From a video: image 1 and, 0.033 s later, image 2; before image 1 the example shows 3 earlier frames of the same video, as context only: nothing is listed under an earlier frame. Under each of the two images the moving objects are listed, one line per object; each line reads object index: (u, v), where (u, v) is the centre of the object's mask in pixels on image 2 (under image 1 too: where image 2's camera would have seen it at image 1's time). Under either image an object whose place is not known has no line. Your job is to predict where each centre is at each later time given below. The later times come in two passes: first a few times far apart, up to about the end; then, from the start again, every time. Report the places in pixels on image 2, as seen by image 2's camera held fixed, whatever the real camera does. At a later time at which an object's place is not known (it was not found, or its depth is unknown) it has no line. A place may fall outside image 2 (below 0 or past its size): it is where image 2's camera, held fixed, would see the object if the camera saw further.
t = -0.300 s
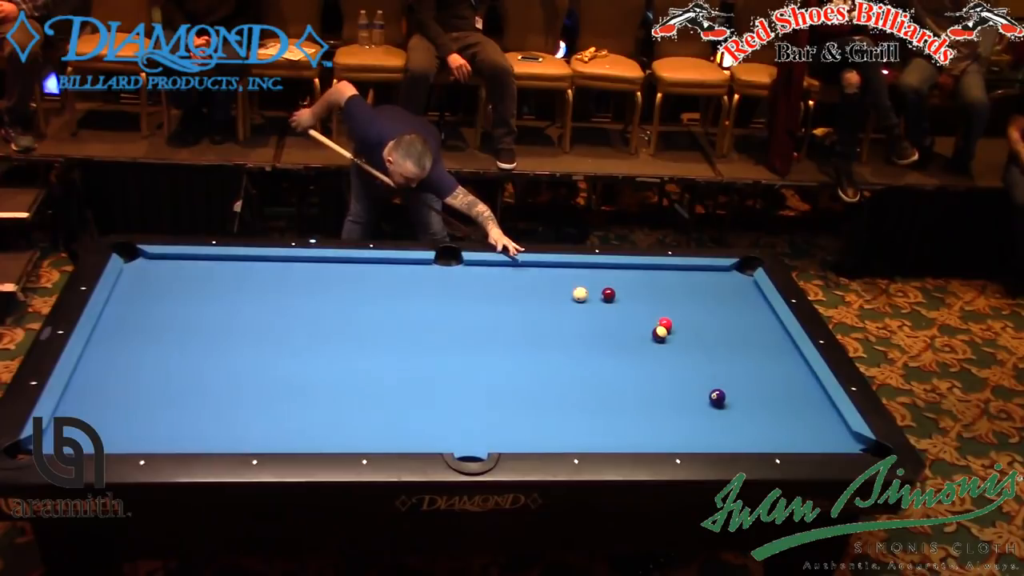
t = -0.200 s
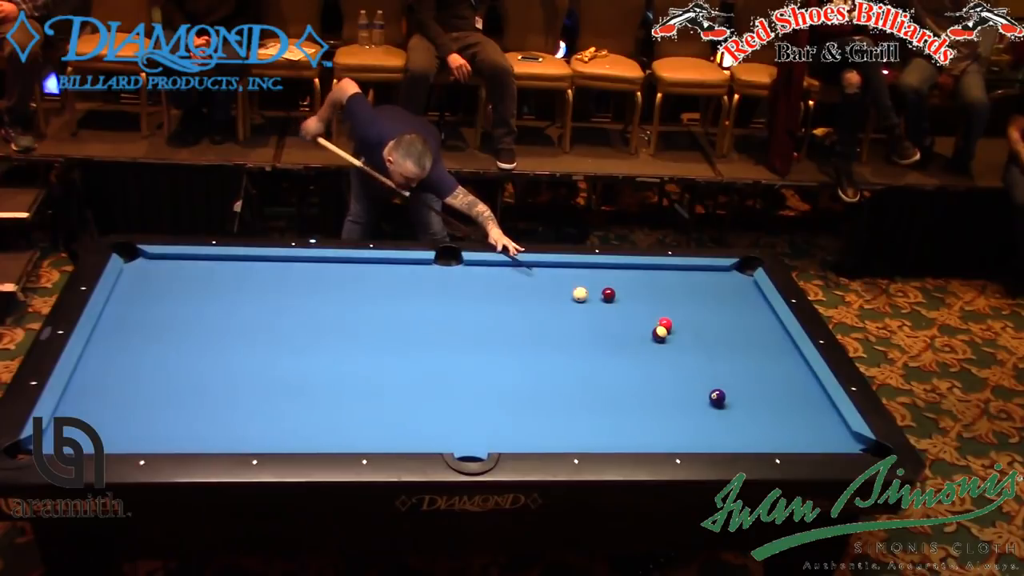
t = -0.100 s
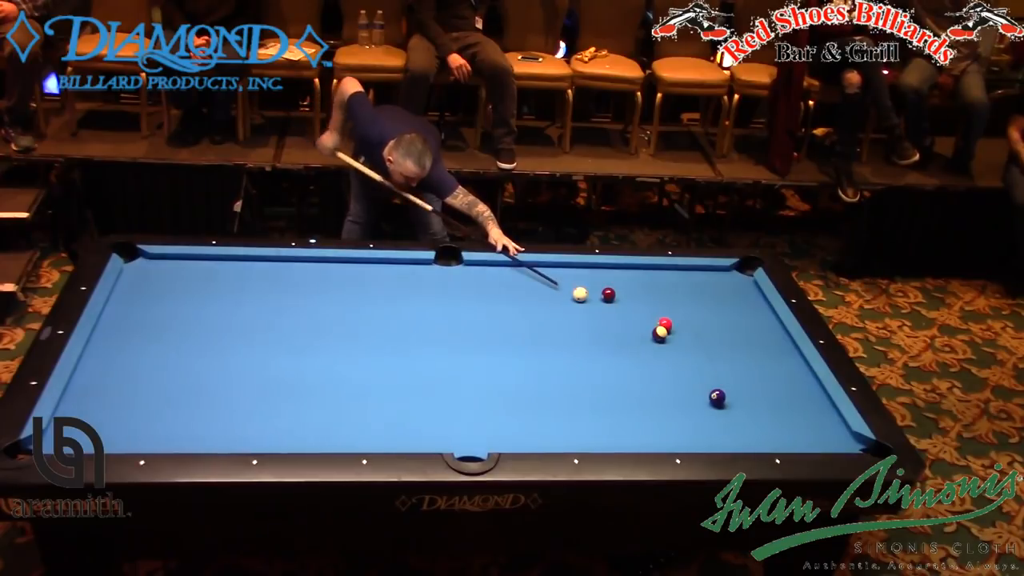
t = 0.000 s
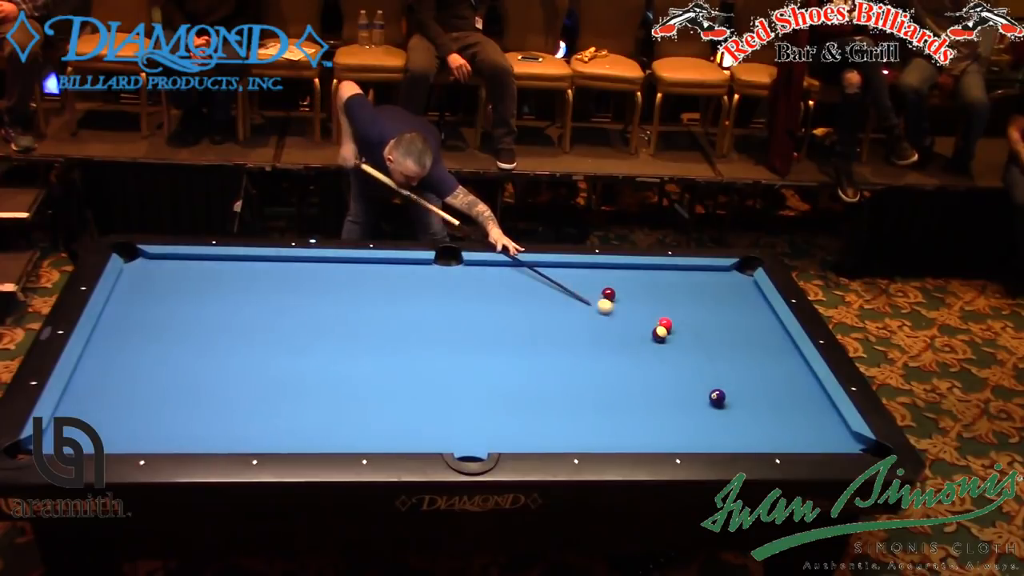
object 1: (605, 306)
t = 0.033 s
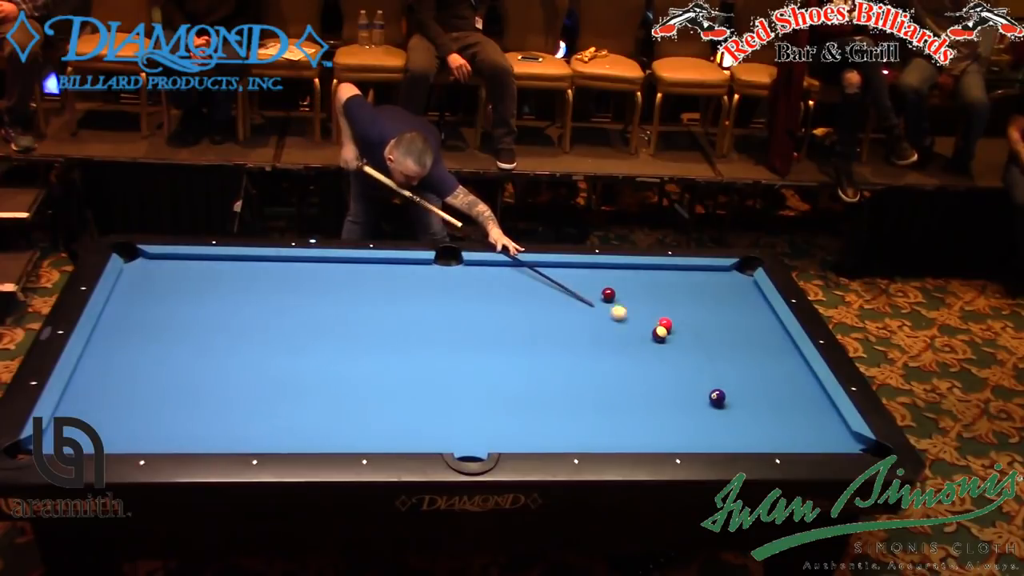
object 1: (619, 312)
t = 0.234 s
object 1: (648, 324)
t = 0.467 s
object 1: (643, 317)
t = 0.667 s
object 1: (639, 311)
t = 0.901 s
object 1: (634, 305)
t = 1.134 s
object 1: (631, 300)
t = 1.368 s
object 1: (627, 295)
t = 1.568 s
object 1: (625, 292)
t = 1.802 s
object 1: (622, 288)
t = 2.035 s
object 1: (619, 285)
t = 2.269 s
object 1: (617, 282)
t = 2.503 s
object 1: (615, 280)
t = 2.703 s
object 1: (614, 279)
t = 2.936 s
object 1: (613, 278)
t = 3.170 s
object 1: (613, 277)
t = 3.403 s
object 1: (612, 277)
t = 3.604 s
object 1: (612, 276)
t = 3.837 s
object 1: (612, 277)
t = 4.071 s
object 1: (612, 276)
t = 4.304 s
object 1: (612, 276)
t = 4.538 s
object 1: (612, 276)
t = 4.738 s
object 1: (612, 276)
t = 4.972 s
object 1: (612, 276)
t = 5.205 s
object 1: (612, 276)
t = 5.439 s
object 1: (612, 276)
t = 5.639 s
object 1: (612, 276)
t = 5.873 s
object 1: (612, 276)
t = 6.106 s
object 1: (612, 276)
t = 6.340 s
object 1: (612, 276)
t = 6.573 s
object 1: (612, 276)
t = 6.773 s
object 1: (612, 276)
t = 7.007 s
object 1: (612, 276)
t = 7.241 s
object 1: (612, 276)
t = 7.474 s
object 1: (612, 276)
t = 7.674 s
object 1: (612, 277)
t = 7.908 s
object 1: (612, 276)
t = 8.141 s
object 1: (612, 276)
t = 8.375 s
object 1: (612, 276)
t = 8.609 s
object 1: (612, 277)
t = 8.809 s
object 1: (612, 277)
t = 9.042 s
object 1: (612, 276)
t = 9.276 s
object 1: (612, 277)
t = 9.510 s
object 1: (612, 276)
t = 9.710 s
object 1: (612, 276)
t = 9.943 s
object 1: (612, 276)
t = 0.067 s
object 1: (632, 319)
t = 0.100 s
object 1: (645, 325)
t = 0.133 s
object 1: (648, 326)
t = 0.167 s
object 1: (649, 326)
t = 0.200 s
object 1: (649, 325)
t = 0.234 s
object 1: (648, 324)
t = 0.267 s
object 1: (648, 323)
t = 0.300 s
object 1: (647, 322)
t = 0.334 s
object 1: (646, 321)
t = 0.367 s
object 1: (645, 320)
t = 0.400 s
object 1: (644, 319)
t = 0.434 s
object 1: (644, 318)
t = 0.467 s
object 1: (643, 317)
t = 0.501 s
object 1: (642, 316)
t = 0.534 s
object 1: (641, 315)
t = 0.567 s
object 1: (641, 314)
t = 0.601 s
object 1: (640, 313)
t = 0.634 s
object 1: (639, 312)
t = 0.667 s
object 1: (639, 311)
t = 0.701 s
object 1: (638, 310)
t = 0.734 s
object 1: (637, 309)
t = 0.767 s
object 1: (637, 309)
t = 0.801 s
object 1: (636, 308)
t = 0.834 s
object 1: (635, 307)
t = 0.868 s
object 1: (635, 306)
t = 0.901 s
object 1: (634, 305)
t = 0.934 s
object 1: (634, 304)
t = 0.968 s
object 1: (633, 304)
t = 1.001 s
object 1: (632, 303)
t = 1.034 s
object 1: (632, 302)
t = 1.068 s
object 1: (632, 301)
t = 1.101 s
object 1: (631, 301)
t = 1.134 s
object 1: (631, 300)
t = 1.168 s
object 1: (630, 300)
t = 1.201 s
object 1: (630, 299)
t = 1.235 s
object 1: (629, 298)
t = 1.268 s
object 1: (629, 297)
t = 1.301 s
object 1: (628, 297)
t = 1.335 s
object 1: (628, 296)
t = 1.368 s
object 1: (627, 295)
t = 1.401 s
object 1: (627, 295)
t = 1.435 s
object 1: (627, 294)
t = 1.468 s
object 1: (626, 293)
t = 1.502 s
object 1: (625, 293)
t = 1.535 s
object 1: (625, 292)
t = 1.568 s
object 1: (625, 292)
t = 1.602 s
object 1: (624, 291)
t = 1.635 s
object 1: (624, 291)
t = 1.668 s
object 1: (623, 290)
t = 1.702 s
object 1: (623, 290)
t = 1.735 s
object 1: (623, 289)
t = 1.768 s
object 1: (622, 289)
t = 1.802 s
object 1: (622, 288)
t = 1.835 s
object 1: (621, 288)
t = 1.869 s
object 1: (621, 287)
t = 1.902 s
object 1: (621, 287)
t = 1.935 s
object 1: (620, 286)
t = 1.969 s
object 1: (620, 286)
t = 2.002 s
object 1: (619, 285)
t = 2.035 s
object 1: (619, 285)
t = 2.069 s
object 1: (619, 285)
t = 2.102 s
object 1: (619, 284)
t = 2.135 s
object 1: (618, 284)
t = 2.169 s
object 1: (618, 283)
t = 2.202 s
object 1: (618, 283)
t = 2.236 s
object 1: (617, 283)
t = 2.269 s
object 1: (617, 282)
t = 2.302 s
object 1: (617, 282)
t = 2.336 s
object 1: (616, 282)
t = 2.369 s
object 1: (616, 282)
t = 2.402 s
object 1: (616, 281)
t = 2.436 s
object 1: (615, 281)
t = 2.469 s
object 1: (615, 281)
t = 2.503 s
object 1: (615, 280)
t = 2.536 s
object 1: (615, 280)
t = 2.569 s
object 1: (615, 280)
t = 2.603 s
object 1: (614, 280)
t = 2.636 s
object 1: (614, 280)
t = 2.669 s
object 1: (614, 279)
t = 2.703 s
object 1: (614, 279)
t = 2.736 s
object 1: (614, 279)
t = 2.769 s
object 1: (614, 279)
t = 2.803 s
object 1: (614, 278)
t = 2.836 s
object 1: (613, 278)
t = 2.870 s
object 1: (613, 278)
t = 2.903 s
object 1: (613, 278)
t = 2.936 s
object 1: (613, 278)
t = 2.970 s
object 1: (613, 278)
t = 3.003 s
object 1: (613, 278)
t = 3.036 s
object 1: (613, 277)
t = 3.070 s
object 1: (613, 277)
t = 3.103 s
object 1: (613, 277)
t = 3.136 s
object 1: (613, 277)
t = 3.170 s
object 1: (613, 277)
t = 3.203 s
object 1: (613, 277)
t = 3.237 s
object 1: (613, 277)
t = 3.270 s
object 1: (612, 277)
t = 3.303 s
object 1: (612, 277)
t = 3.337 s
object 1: (613, 277)
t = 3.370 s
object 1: (612, 276)
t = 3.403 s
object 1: (612, 277)
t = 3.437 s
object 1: (612, 277)
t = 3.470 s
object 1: (612, 277)
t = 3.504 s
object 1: (612, 277)
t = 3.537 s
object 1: (612, 276)
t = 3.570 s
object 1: (612, 276)
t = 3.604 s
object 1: (612, 276)
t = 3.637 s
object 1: (612, 276)
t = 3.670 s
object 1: (612, 276)
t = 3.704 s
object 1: (612, 276)
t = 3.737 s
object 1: (612, 276)
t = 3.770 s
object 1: (612, 276)
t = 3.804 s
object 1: (612, 276)
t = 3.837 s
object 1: (612, 277)
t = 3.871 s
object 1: (612, 276)
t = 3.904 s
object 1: (612, 277)
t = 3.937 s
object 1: (612, 276)
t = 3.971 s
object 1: (612, 276)
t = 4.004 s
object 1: (612, 277)
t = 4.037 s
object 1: (612, 276)
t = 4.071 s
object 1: (612, 276)
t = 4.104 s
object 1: (612, 276)
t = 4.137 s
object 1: (612, 277)
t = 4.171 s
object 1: (612, 277)
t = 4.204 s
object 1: (612, 276)
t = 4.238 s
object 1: (612, 276)
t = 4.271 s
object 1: (612, 276)
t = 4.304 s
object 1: (612, 276)
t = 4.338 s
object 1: (612, 276)
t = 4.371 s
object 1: (612, 276)
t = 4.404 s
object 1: (612, 277)
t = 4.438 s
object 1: (612, 277)
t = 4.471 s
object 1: (612, 277)
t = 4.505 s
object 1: (612, 276)
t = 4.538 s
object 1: (612, 276)
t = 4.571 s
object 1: (612, 276)
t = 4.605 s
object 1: (612, 277)
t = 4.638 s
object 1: (612, 277)
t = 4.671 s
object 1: (612, 276)
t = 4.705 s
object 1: (612, 276)
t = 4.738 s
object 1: (612, 276)
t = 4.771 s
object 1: (612, 277)
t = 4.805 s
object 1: (612, 277)
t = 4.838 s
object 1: (612, 277)
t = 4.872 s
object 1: (612, 276)
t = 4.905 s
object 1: (612, 276)
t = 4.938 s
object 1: (612, 276)
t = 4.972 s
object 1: (612, 276)
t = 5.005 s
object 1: (612, 276)
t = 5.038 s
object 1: (612, 276)
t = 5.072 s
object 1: (612, 276)
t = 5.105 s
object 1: (612, 276)
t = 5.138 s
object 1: (612, 277)
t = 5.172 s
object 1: (612, 277)
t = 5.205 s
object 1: (612, 276)
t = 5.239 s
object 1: (612, 276)
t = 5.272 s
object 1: (612, 276)
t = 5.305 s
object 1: (612, 276)
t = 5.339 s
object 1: (612, 276)
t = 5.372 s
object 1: (612, 276)
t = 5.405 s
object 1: (612, 277)
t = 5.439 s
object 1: (612, 276)
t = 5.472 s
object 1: (612, 276)
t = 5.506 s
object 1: (612, 276)
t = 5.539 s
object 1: (612, 276)
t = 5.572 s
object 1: (612, 276)
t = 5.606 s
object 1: (612, 276)
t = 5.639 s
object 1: (612, 276)
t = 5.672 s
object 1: (612, 276)
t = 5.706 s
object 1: (612, 276)
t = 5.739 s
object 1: (612, 276)
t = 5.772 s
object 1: (612, 276)
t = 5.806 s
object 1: (612, 276)
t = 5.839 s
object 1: (612, 276)
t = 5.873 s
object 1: (612, 276)
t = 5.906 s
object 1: (612, 276)
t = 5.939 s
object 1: (612, 276)
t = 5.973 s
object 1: (612, 276)
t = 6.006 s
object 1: (612, 277)
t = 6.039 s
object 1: (612, 276)
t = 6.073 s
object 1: (612, 276)
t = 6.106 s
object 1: (612, 276)
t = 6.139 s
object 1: (612, 276)
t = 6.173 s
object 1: (612, 276)
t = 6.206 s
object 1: (612, 276)
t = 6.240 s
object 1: (612, 276)
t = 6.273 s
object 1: (612, 276)
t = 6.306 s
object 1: (612, 276)
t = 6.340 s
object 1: (612, 276)
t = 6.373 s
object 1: (612, 276)
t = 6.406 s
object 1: (612, 276)
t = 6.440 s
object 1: (612, 276)
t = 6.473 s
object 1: (612, 276)
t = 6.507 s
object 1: (612, 276)
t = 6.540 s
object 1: (612, 276)
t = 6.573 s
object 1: (612, 276)
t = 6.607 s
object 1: (612, 276)
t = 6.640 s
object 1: (612, 276)
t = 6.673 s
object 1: (612, 276)
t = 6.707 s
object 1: (612, 276)
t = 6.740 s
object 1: (612, 276)
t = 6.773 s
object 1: (612, 276)
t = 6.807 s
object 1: (612, 276)
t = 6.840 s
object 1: (612, 276)
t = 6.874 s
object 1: (612, 276)
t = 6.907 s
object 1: (612, 276)
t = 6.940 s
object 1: (612, 276)
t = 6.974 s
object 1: (612, 276)
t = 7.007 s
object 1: (612, 276)
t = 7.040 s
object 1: (612, 276)
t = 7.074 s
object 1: (612, 276)
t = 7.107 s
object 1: (612, 276)
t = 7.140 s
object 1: (612, 276)
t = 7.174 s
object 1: (612, 277)
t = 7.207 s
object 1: (612, 277)
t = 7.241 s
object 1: (612, 276)
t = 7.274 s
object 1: (612, 276)
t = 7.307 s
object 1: (612, 276)
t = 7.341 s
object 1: (612, 277)
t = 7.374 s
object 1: (612, 276)
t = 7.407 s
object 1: (612, 276)
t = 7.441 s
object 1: (612, 276)
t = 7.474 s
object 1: (612, 276)
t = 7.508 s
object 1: (612, 276)
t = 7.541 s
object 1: (612, 276)
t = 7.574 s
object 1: (612, 276)
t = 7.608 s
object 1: (612, 276)
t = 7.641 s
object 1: (612, 277)
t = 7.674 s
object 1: (612, 277)
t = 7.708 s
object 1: (612, 277)
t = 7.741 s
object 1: (612, 277)
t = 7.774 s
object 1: (612, 277)
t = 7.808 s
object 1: (612, 277)
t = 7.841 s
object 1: (612, 277)
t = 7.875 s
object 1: (612, 276)
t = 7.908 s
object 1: (612, 276)
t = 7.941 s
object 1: (612, 277)
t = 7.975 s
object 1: (612, 276)
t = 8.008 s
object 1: (612, 276)
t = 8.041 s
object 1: (612, 276)
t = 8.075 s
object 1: (612, 276)
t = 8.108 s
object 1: (612, 276)
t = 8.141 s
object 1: (612, 276)
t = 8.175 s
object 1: (612, 276)
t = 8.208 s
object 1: (612, 276)
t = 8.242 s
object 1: (612, 276)
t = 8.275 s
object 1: (612, 276)
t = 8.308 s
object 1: (612, 276)
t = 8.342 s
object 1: (612, 276)
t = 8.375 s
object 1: (612, 276)
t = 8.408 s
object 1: (612, 276)
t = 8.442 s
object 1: (612, 276)
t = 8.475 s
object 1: (612, 276)
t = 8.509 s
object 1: (612, 276)
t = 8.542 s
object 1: (612, 276)
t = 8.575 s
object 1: (612, 276)
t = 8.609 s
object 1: (612, 277)
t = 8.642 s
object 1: (612, 277)
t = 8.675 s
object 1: (612, 277)
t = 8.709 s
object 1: (612, 277)
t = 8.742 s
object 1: (612, 277)
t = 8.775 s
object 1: (612, 277)
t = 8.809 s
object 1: (612, 277)
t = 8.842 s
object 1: (612, 276)
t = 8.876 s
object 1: (612, 276)
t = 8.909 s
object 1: (612, 276)
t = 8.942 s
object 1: (612, 276)
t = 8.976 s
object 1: (612, 276)
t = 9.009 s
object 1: (612, 276)
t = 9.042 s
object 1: (612, 276)
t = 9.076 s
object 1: (612, 276)
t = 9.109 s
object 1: (612, 276)
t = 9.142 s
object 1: (612, 276)
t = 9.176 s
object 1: (612, 276)
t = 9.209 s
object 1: (612, 276)
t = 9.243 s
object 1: (612, 277)
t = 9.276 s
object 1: (612, 277)
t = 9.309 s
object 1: (612, 276)
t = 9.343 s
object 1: (612, 277)
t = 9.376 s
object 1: (612, 277)
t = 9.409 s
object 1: (612, 276)
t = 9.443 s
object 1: (612, 276)
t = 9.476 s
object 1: (612, 276)
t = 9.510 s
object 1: (612, 276)
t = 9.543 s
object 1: (612, 276)
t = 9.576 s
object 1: (612, 276)
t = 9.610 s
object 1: (612, 276)
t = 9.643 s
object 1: (612, 276)
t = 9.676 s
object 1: (612, 276)
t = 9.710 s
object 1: (612, 276)
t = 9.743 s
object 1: (612, 277)
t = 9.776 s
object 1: (612, 276)
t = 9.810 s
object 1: (612, 277)
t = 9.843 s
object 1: (612, 277)
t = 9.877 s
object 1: (612, 277)
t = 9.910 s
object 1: (612, 277)
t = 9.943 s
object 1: (612, 276)
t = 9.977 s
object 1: (612, 276)
